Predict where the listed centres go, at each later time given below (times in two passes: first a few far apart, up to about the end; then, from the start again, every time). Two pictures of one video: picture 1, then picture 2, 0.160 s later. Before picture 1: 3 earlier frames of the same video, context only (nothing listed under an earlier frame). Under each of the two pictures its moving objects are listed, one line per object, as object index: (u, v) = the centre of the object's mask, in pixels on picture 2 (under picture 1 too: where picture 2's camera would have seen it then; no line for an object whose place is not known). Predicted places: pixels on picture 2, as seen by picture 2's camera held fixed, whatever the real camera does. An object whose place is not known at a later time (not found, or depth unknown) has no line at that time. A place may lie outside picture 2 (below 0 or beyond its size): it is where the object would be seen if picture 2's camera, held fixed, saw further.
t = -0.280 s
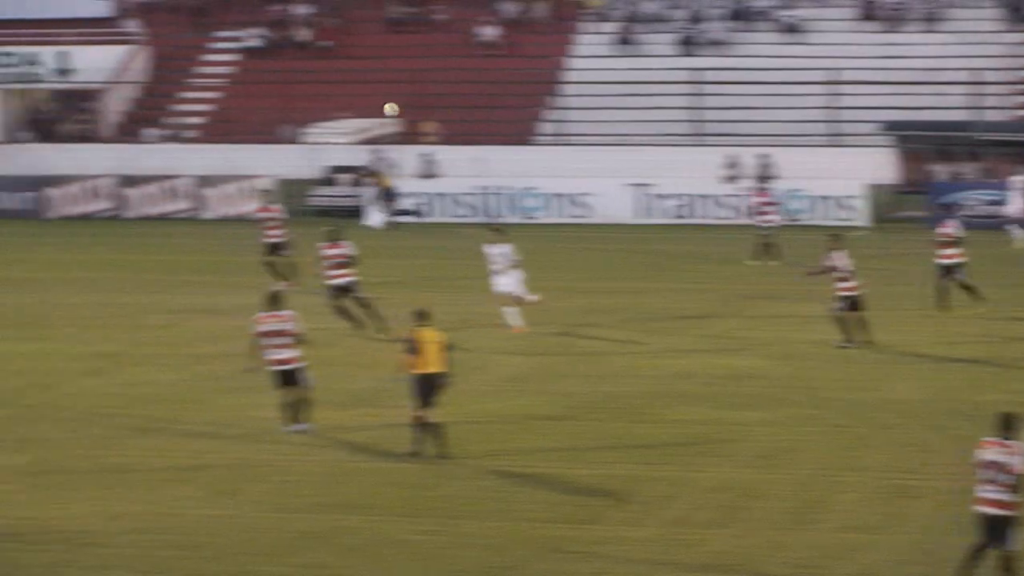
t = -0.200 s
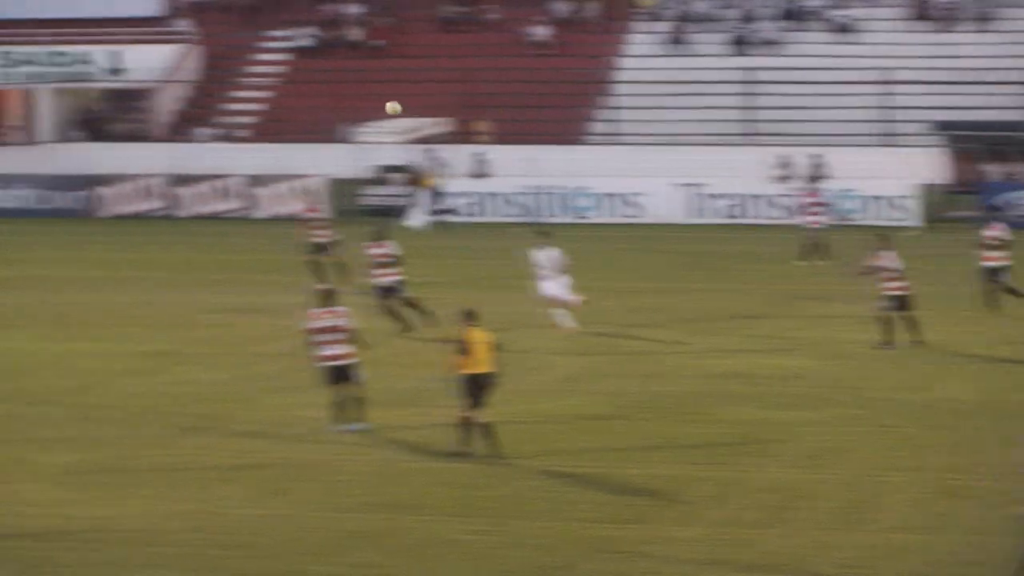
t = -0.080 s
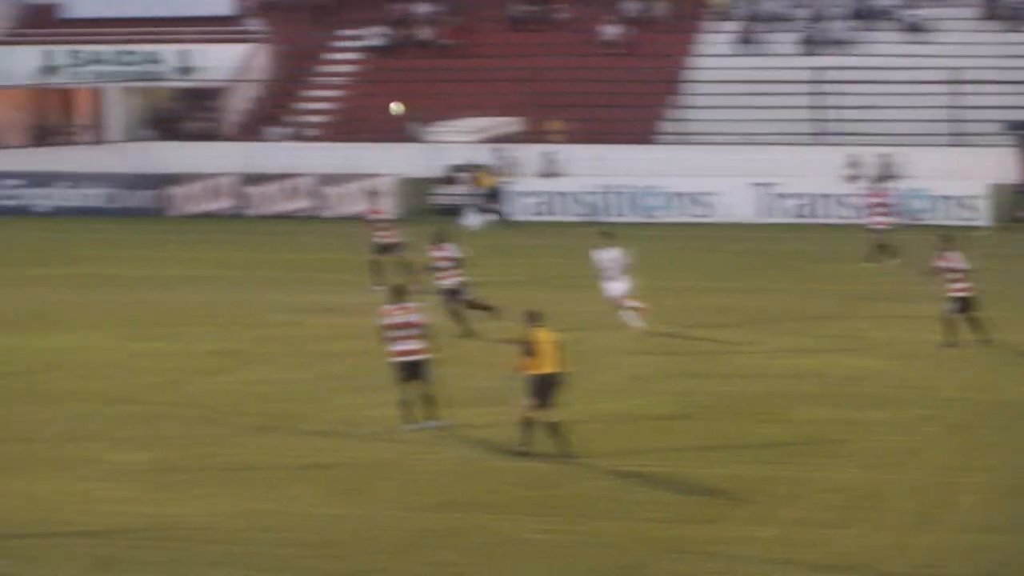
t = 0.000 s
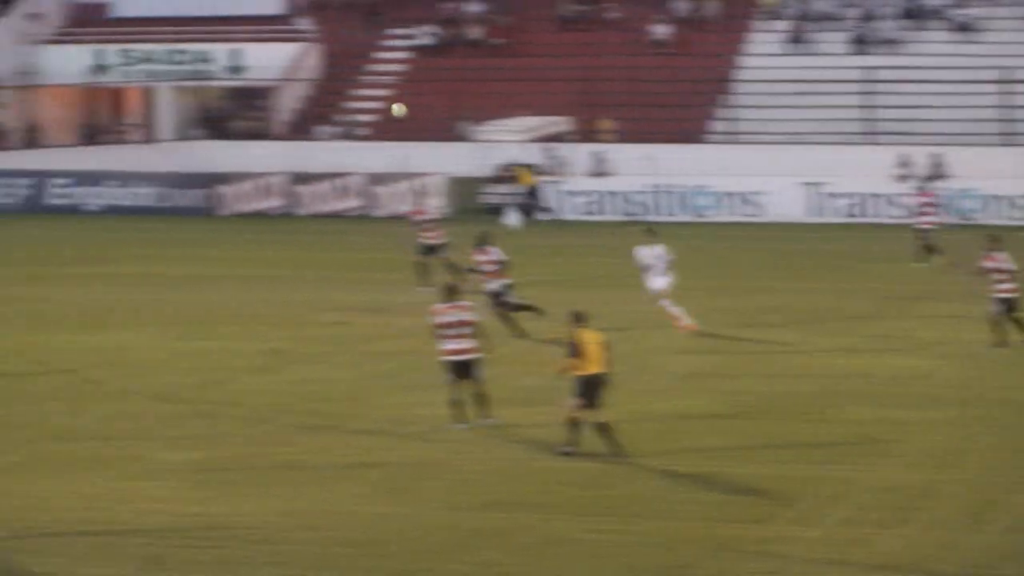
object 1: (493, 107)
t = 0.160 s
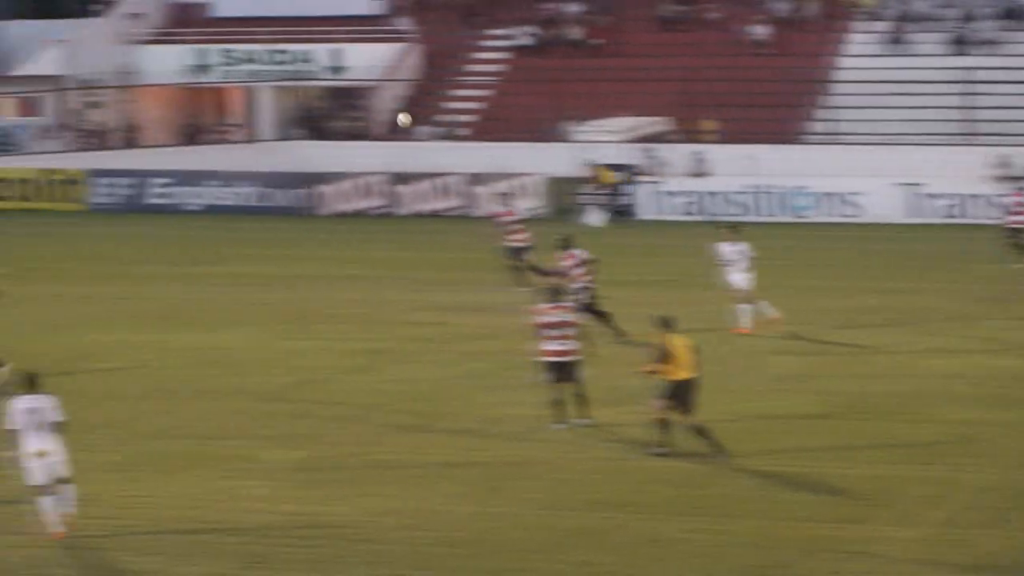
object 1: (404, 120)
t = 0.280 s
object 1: (343, 131)
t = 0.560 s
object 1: (194, 168)
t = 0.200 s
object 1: (388, 123)
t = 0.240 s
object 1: (360, 127)
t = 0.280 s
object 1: (343, 131)
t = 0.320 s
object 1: (317, 135)
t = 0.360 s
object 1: (298, 140)
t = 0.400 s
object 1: (274, 145)
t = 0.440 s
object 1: (255, 150)
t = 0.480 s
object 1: (236, 154)
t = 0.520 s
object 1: (208, 161)
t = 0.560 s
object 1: (194, 168)
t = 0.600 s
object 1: (167, 175)
